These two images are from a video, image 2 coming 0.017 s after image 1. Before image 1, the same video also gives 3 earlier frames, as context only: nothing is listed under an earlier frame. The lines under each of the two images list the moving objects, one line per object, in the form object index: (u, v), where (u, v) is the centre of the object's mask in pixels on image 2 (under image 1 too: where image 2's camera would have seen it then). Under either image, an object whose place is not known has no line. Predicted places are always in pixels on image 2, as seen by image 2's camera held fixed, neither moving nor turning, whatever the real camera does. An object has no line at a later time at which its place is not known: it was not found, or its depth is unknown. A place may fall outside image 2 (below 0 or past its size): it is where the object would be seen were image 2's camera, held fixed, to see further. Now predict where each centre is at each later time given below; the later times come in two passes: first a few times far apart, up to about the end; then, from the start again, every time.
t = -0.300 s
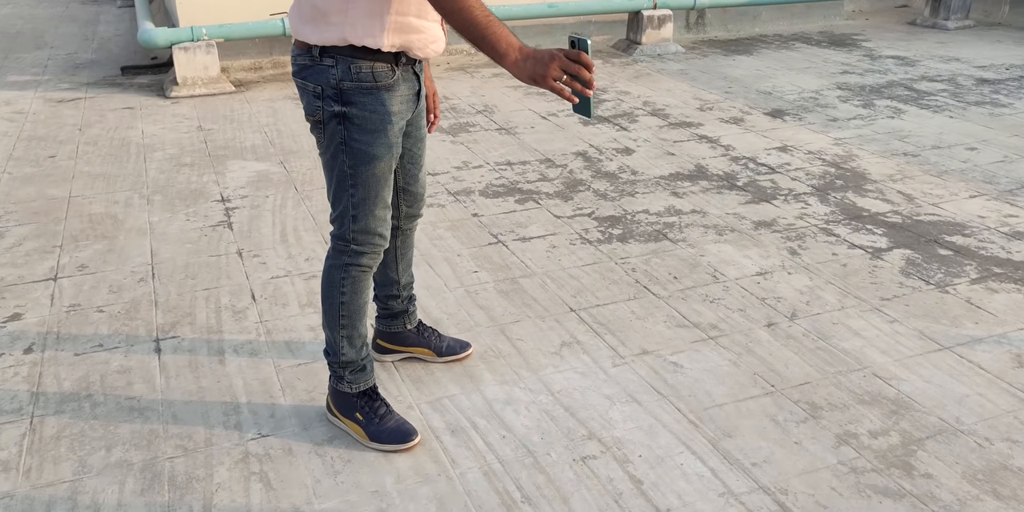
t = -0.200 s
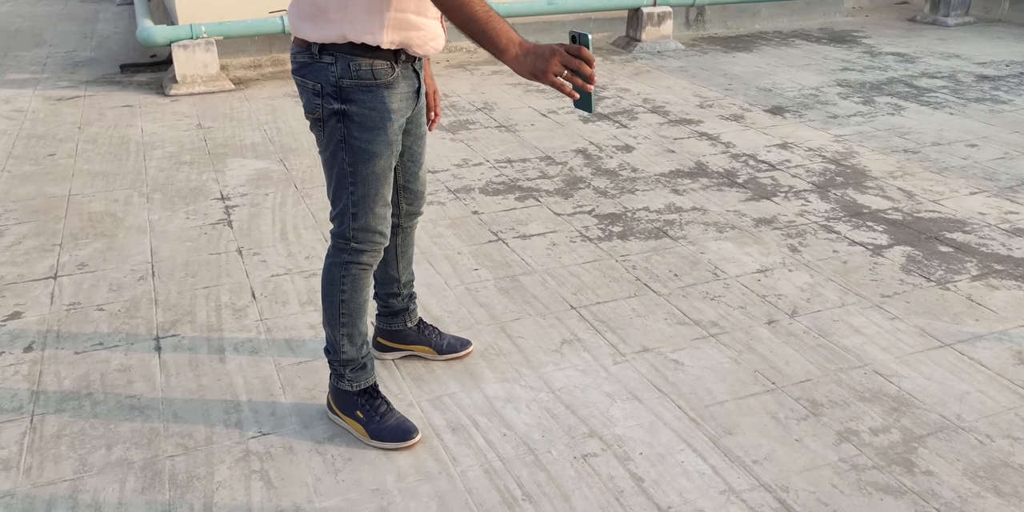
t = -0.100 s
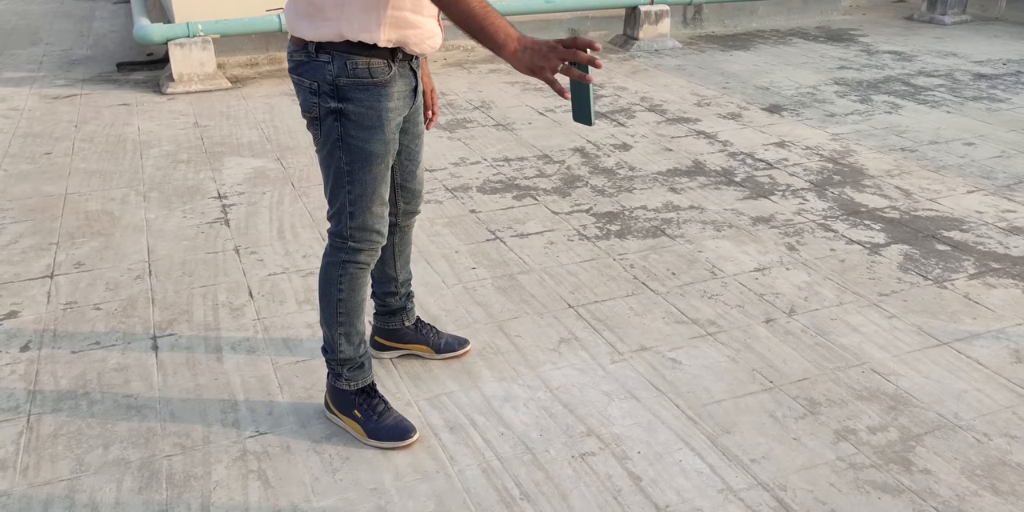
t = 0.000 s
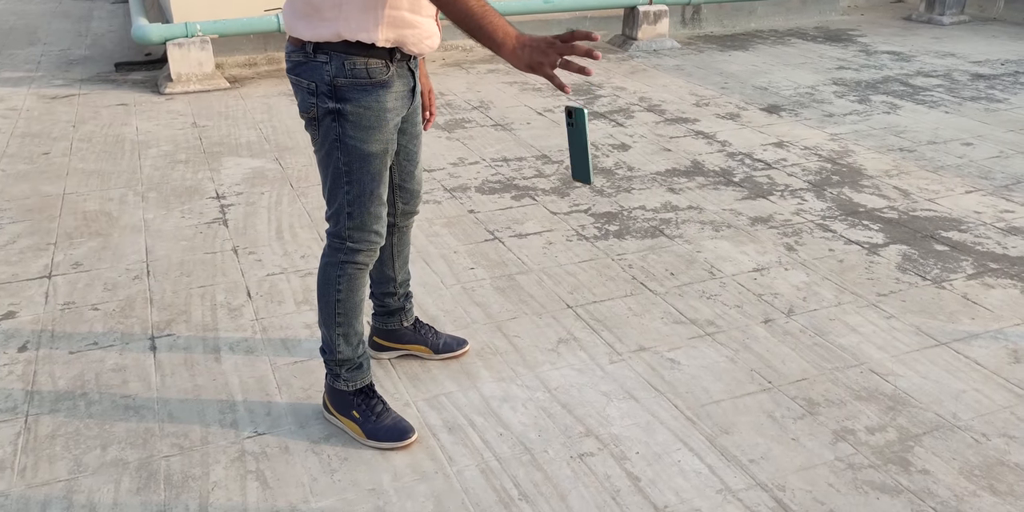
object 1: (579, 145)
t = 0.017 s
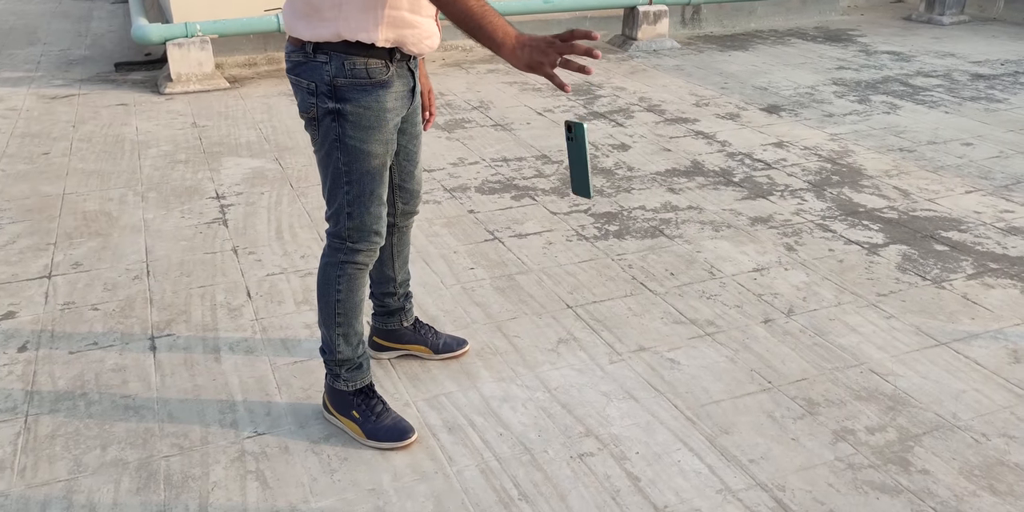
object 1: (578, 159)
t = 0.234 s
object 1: (575, 399)
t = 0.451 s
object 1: (573, 358)
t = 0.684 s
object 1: (561, 462)
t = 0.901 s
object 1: (506, 465)
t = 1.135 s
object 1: (485, 486)
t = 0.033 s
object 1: (578, 174)
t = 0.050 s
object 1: (578, 190)
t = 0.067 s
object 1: (578, 207)
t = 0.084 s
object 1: (577, 226)
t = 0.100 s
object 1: (577, 244)
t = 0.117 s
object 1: (577, 264)
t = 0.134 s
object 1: (577, 284)
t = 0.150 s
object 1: (576, 305)
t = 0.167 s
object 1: (576, 327)
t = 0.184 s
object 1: (576, 349)
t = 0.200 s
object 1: (575, 372)
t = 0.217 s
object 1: (575, 395)
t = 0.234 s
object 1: (575, 399)
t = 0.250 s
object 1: (575, 390)
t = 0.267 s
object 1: (575, 382)
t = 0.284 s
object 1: (575, 376)
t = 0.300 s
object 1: (575, 369)
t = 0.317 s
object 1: (575, 364)
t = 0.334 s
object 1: (575, 360)
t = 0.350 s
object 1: (575, 356)
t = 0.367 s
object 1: (575, 354)
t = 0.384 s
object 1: (575, 352)
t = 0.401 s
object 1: (574, 352)
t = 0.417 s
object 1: (574, 353)
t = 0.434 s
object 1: (574, 355)
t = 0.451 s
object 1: (573, 358)
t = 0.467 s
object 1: (574, 362)
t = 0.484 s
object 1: (574, 366)
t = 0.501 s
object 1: (574, 373)
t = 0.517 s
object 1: (573, 380)
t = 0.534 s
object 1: (573, 388)
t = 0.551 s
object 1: (573, 397)
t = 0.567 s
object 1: (573, 407)
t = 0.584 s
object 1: (572, 419)
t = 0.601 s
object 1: (572, 432)
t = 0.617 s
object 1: (571, 446)
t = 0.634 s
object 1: (571, 460)
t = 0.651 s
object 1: (570, 473)
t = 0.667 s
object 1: (566, 467)
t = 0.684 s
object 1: (561, 462)
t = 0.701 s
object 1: (557, 457)
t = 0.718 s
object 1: (553, 454)
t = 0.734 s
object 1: (549, 450)
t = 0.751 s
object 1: (544, 449)
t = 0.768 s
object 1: (540, 448)
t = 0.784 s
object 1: (536, 449)
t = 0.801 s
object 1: (531, 451)
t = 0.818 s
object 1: (527, 454)
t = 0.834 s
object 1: (523, 458)
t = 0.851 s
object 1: (518, 460)
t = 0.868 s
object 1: (514, 461)
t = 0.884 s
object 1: (511, 462)
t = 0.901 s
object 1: (506, 465)
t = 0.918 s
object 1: (502, 470)
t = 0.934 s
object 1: (498, 474)
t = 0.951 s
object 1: (495, 477)
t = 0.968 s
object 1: (492, 479)
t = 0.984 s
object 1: (490, 479)
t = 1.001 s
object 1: (489, 479)
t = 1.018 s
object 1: (488, 479)
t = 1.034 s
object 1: (487, 480)
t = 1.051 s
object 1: (486, 481)
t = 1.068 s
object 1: (485, 483)
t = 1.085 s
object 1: (485, 484)
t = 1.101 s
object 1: (485, 484)
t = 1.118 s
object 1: (485, 485)
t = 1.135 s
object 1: (485, 486)
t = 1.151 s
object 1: (485, 487)
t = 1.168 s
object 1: (485, 489)
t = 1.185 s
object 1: (485, 491)
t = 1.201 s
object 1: (486, 493)
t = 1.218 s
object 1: (488, 496)
